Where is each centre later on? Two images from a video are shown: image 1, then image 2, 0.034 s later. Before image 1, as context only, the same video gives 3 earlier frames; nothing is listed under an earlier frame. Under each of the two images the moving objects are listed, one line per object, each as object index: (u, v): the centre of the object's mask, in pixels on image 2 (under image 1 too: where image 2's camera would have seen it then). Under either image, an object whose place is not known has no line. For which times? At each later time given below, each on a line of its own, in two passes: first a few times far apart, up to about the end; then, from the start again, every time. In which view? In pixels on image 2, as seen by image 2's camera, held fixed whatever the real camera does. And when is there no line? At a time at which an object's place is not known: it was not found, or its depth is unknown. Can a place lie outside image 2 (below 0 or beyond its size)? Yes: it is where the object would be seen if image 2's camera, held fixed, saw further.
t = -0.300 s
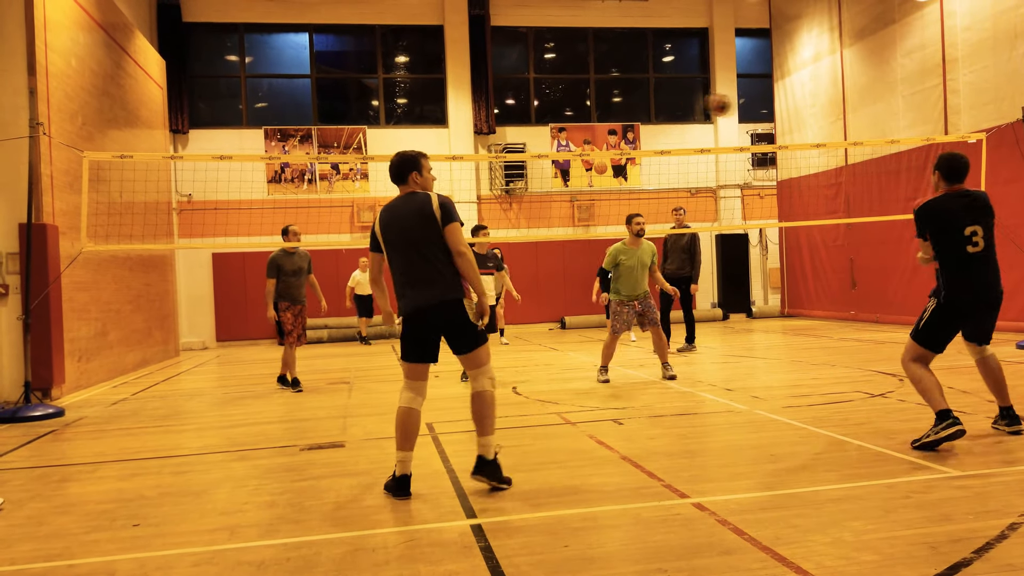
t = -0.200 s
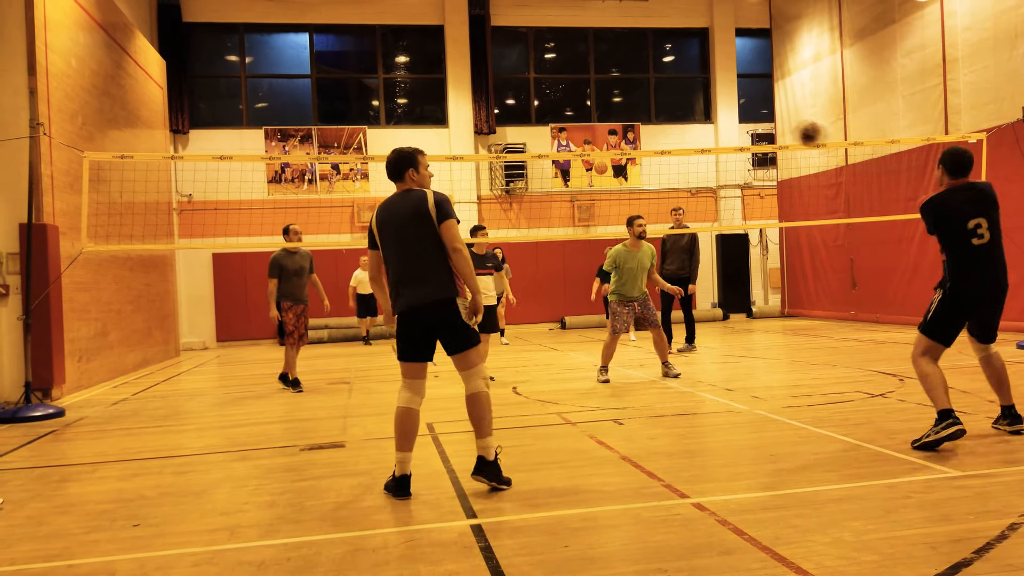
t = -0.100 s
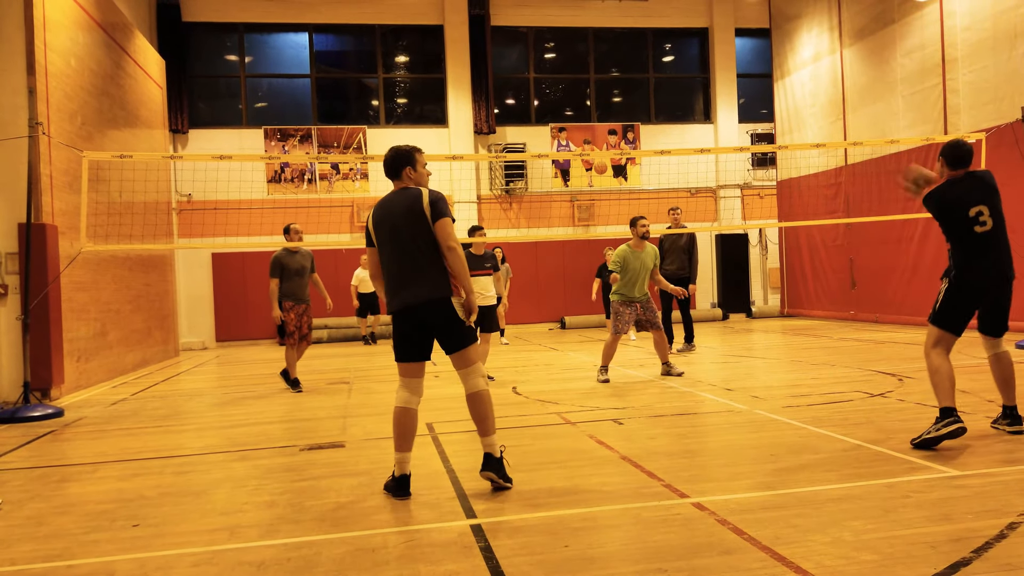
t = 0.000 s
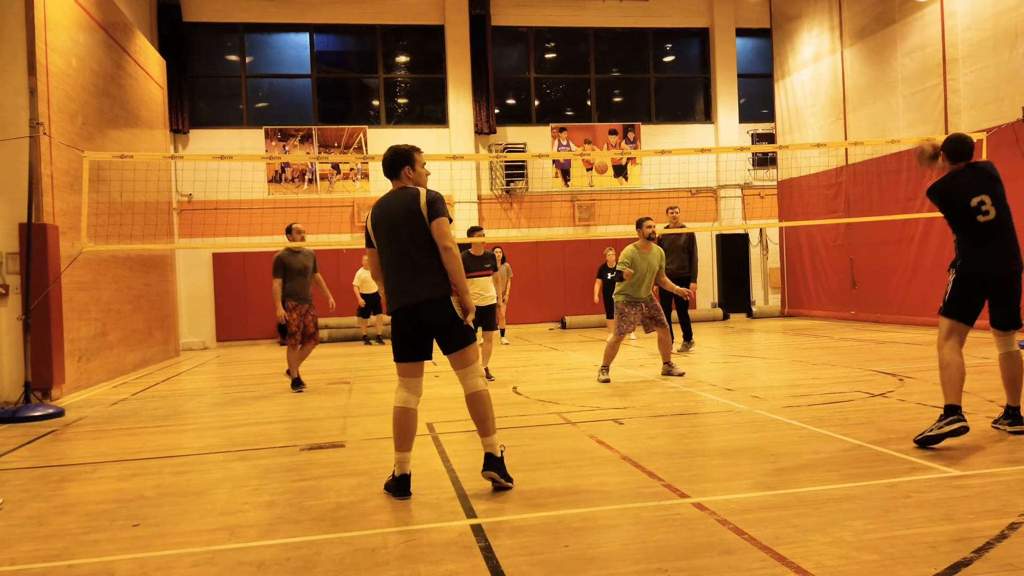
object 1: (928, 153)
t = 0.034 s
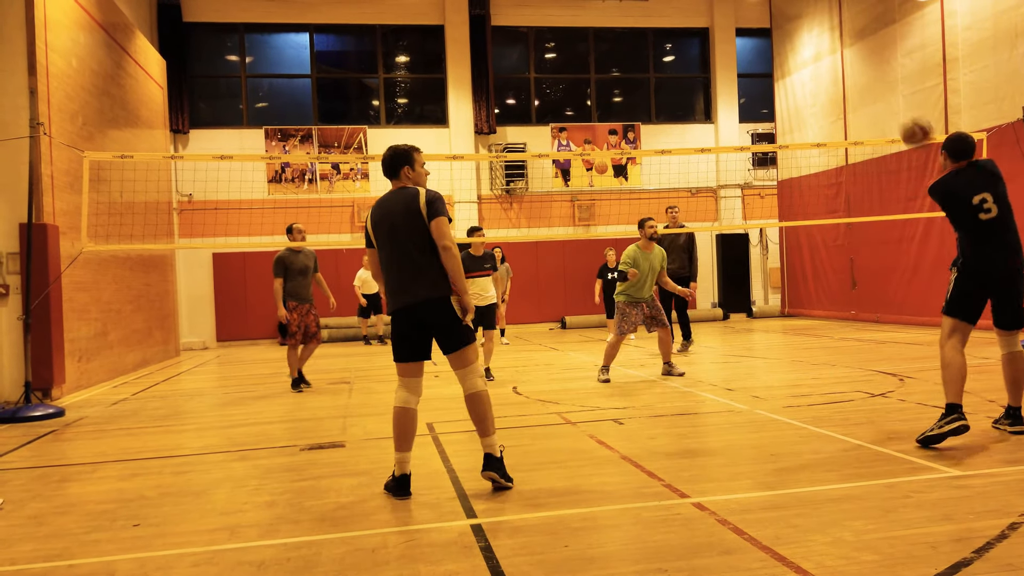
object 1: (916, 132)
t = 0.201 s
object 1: (855, 63)
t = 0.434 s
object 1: (786, 33)
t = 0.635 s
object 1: (739, 59)
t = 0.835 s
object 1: (699, 123)
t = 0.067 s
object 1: (903, 115)
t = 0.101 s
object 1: (891, 99)
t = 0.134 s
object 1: (878, 85)
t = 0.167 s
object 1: (866, 72)
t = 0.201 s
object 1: (855, 63)
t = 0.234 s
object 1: (844, 53)
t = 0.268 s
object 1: (834, 46)
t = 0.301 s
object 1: (823, 41)
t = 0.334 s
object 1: (814, 37)
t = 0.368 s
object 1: (804, 35)
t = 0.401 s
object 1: (795, 33)
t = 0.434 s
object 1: (786, 33)
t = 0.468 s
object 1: (777, 34)
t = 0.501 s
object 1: (769, 37)
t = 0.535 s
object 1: (761, 41)
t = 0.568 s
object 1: (754, 46)
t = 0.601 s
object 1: (746, 52)
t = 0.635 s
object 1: (739, 59)
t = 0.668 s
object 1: (732, 67)
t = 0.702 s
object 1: (725, 78)
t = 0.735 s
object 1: (717, 87)
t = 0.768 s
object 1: (710, 100)
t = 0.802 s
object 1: (705, 111)
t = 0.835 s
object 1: (699, 123)
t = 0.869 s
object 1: (693, 137)
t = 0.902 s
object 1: (688, 152)
